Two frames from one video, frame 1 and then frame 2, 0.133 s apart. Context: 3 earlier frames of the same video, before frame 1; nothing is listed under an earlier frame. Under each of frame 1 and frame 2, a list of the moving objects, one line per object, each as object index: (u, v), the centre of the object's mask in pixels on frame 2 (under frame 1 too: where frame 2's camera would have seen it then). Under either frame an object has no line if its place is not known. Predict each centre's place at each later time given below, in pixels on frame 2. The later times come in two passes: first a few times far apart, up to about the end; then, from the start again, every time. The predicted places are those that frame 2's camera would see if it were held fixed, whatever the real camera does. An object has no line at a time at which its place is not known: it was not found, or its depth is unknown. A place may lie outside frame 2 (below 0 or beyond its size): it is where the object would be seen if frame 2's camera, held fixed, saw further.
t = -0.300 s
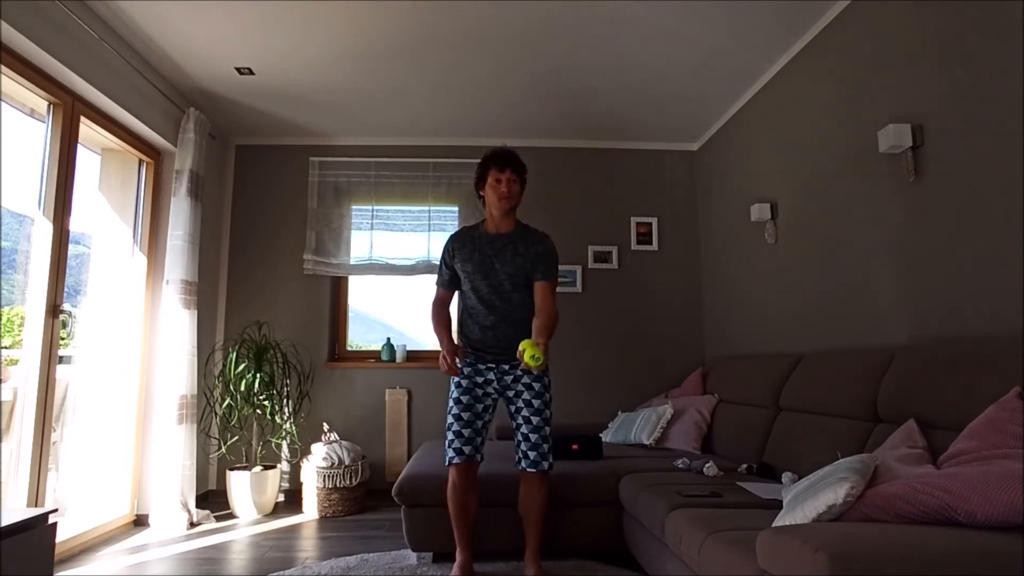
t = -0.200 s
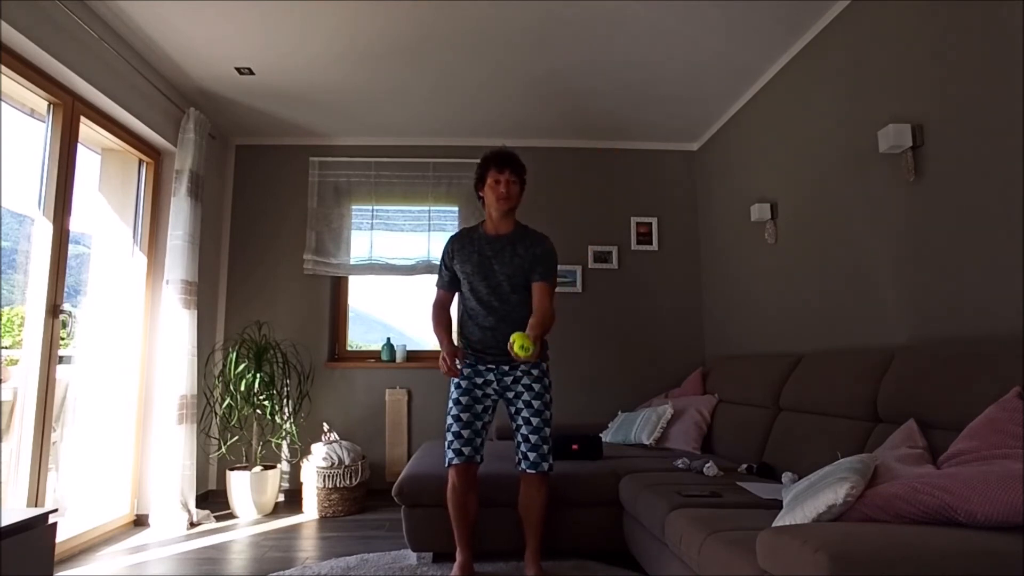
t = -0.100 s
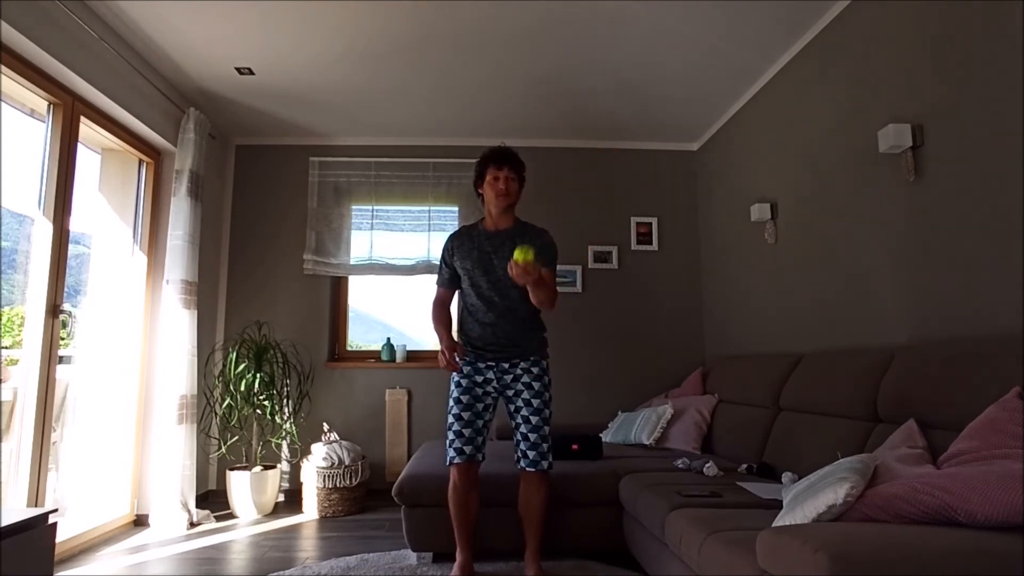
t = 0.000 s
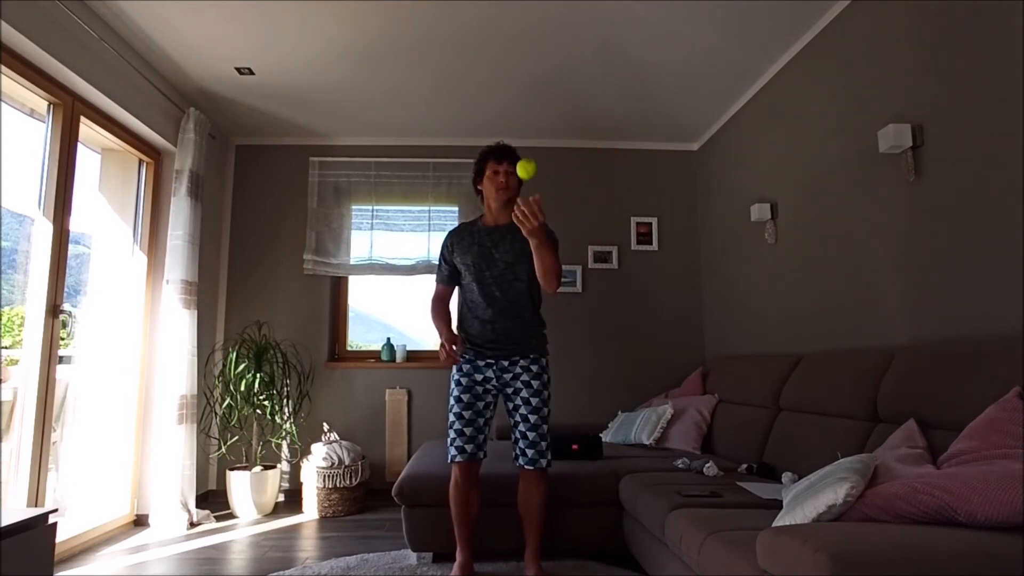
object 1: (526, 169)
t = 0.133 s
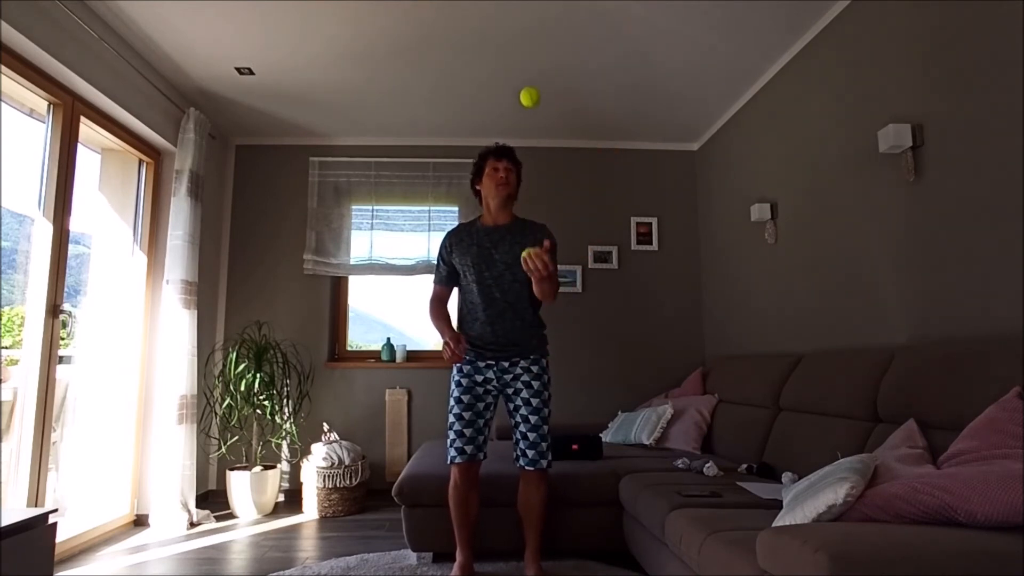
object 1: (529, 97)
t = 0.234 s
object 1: (532, 74)
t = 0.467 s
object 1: (540, 130)
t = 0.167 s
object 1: (530, 87)
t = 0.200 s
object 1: (531, 79)
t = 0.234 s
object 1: (532, 74)
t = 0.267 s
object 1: (533, 73)
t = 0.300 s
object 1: (535, 74)
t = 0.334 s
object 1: (536, 79)
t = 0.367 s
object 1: (537, 87)
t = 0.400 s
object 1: (538, 98)
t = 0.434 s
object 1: (540, 112)
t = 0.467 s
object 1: (540, 130)
